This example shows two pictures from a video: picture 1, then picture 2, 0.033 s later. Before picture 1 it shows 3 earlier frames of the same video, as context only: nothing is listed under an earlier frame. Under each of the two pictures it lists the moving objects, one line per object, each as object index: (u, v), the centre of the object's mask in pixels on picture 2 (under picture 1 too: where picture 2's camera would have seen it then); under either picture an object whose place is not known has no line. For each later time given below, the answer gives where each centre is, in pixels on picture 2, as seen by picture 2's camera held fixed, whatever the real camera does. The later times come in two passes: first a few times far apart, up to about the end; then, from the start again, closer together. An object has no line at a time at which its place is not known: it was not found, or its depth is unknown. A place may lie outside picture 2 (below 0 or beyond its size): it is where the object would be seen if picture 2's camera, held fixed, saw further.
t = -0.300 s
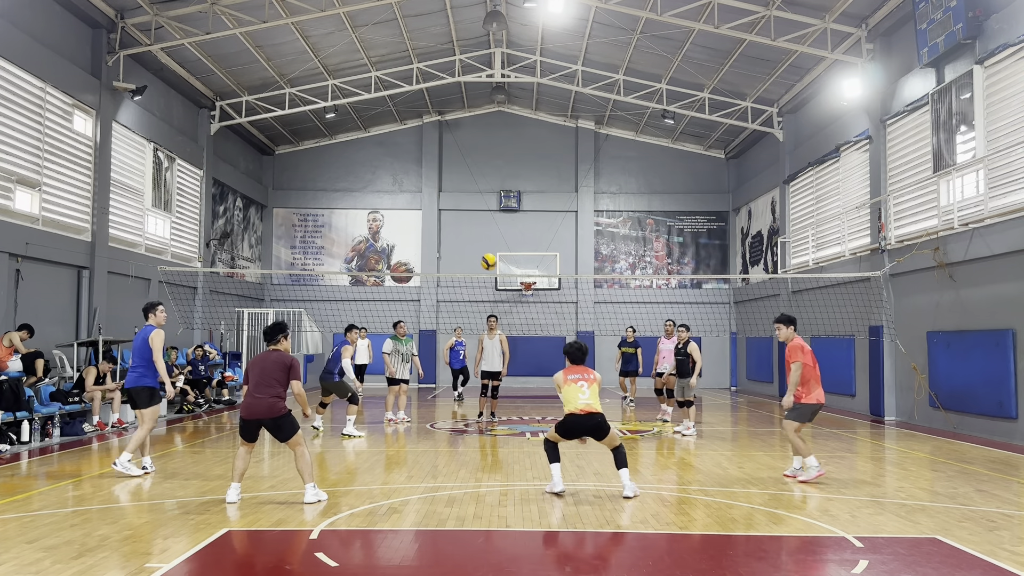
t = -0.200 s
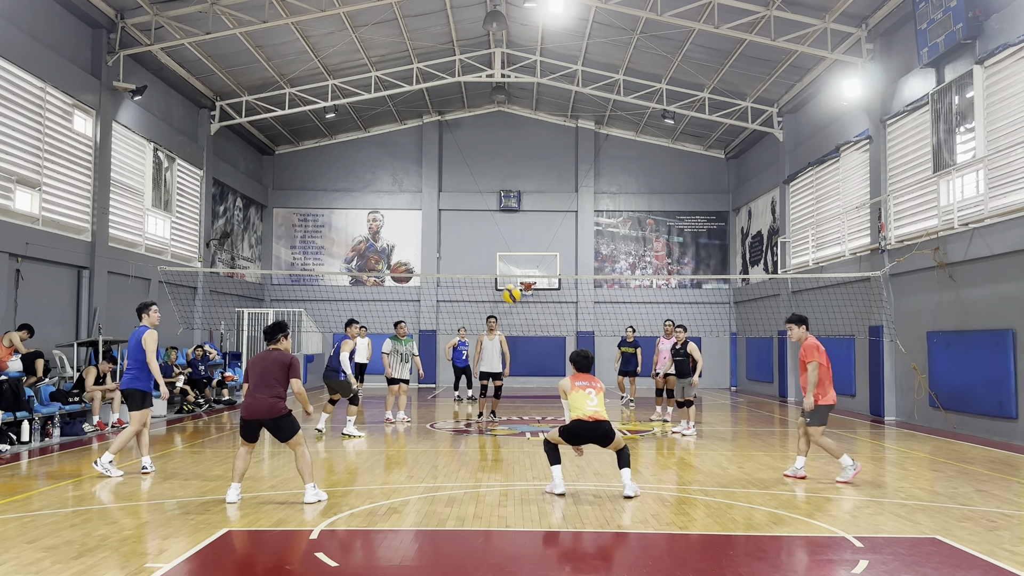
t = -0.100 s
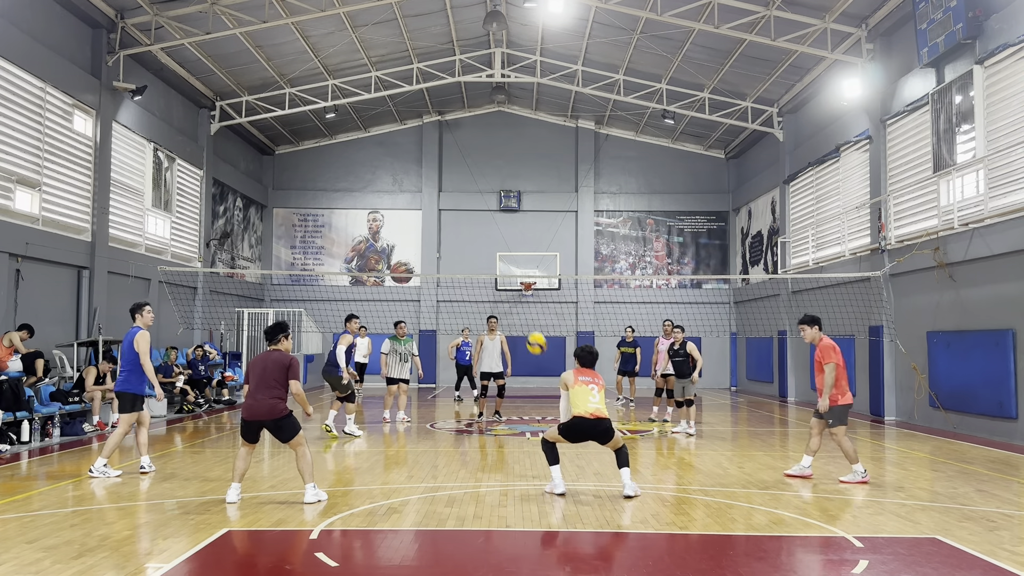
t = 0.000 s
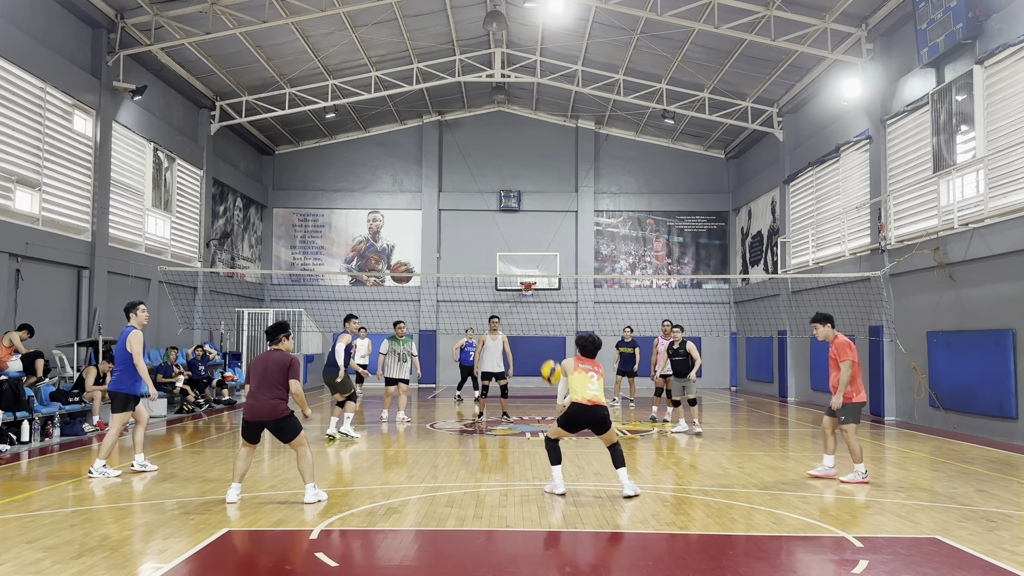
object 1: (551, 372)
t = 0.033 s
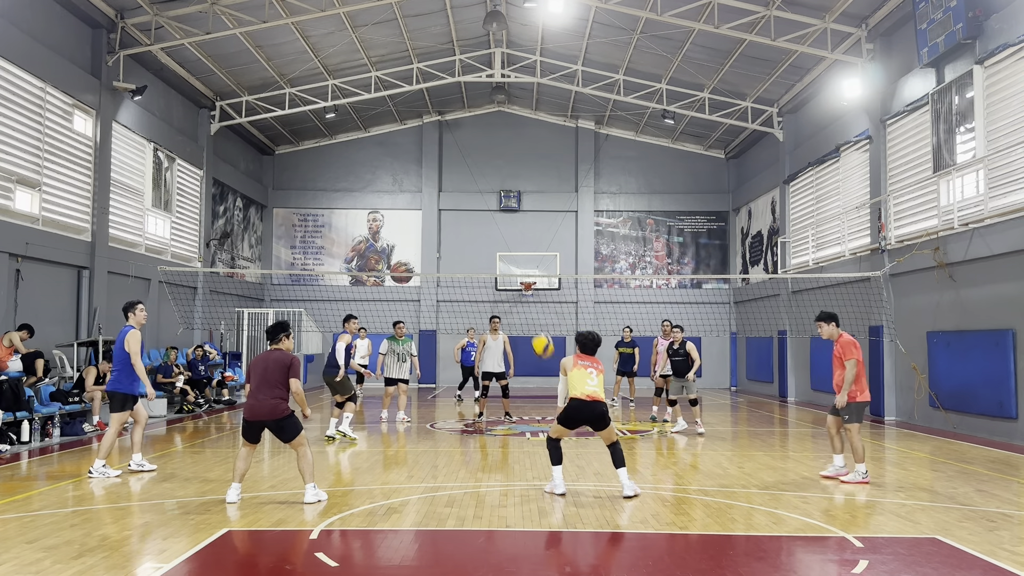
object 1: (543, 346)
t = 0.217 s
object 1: (498, 226)
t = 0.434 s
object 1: (453, 146)
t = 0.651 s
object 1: (415, 114)
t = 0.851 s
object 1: (383, 119)
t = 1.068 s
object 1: (353, 156)
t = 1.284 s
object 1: (326, 220)
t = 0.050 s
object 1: (539, 333)
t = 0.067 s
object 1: (534, 319)
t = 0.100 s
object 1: (525, 295)
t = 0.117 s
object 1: (522, 286)
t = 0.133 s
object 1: (517, 274)
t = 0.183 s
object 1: (506, 244)
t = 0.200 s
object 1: (501, 235)
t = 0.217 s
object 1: (498, 226)
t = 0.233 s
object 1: (494, 218)
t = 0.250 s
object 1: (491, 210)
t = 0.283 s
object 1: (483, 195)
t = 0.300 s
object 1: (480, 188)
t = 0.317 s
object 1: (476, 182)
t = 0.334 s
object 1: (473, 176)
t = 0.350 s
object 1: (470, 170)
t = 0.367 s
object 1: (467, 165)
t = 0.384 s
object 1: (463, 160)
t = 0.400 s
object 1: (460, 154)
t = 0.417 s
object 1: (457, 150)
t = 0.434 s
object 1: (453, 146)
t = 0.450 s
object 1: (450, 141)
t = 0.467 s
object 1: (447, 138)
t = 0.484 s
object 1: (444, 134)
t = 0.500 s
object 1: (441, 131)
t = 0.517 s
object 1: (438, 128)
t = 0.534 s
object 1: (435, 125)
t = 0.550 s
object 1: (432, 123)
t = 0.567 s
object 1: (429, 121)
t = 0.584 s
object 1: (426, 119)
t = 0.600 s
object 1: (423, 117)
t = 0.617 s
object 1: (420, 116)
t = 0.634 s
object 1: (418, 115)
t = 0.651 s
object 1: (415, 114)
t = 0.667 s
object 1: (412, 113)
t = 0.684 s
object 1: (409, 112)
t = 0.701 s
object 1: (407, 112)
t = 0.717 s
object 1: (404, 112)
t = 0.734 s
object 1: (401, 112)
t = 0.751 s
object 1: (399, 112)
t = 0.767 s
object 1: (396, 113)
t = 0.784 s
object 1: (394, 114)
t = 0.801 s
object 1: (391, 115)
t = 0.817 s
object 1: (388, 116)
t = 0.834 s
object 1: (386, 117)
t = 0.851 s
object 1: (383, 119)
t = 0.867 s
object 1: (381, 120)
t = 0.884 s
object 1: (379, 122)
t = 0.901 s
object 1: (376, 124)
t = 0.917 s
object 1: (374, 127)
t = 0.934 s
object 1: (371, 130)
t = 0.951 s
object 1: (369, 132)
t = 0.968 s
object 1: (367, 135)
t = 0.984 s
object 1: (364, 138)
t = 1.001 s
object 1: (362, 141)
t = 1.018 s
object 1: (360, 145)
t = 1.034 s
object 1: (358, 148)
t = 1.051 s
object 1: (356, 152)
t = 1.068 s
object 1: (353, 156)
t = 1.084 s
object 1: (351, 160)
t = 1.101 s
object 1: (349, 164)
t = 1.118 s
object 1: (347, 169)
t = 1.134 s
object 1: (345, 173)
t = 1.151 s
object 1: (343, 178)
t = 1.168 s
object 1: (341, 183)
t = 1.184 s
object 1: (339, 187)
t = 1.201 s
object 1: (337, 193)
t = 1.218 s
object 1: (334, 198)
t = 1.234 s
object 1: (332, 203)
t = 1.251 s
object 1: (331, 209)
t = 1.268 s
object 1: (328, 214)
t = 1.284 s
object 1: (326, 220)
